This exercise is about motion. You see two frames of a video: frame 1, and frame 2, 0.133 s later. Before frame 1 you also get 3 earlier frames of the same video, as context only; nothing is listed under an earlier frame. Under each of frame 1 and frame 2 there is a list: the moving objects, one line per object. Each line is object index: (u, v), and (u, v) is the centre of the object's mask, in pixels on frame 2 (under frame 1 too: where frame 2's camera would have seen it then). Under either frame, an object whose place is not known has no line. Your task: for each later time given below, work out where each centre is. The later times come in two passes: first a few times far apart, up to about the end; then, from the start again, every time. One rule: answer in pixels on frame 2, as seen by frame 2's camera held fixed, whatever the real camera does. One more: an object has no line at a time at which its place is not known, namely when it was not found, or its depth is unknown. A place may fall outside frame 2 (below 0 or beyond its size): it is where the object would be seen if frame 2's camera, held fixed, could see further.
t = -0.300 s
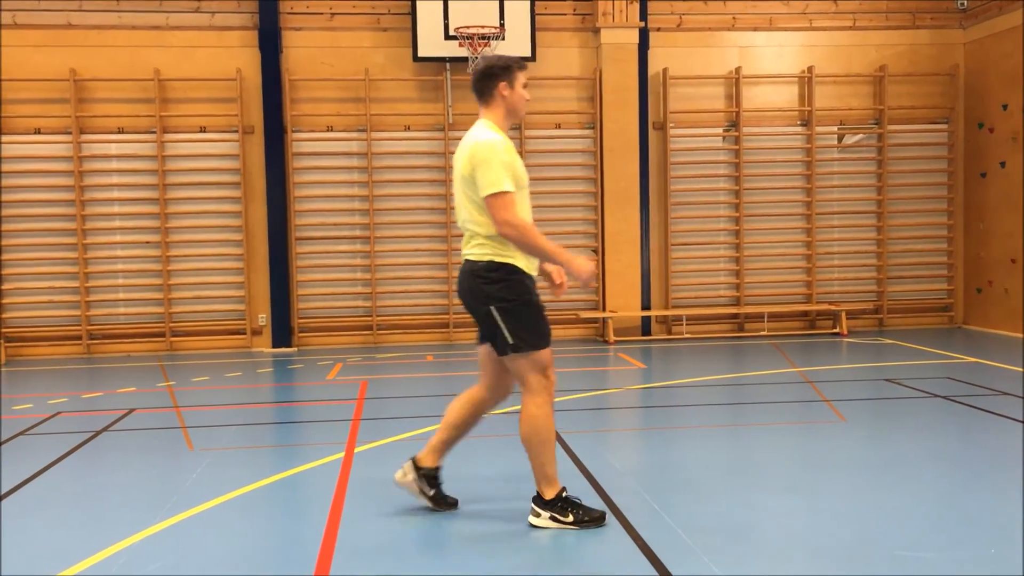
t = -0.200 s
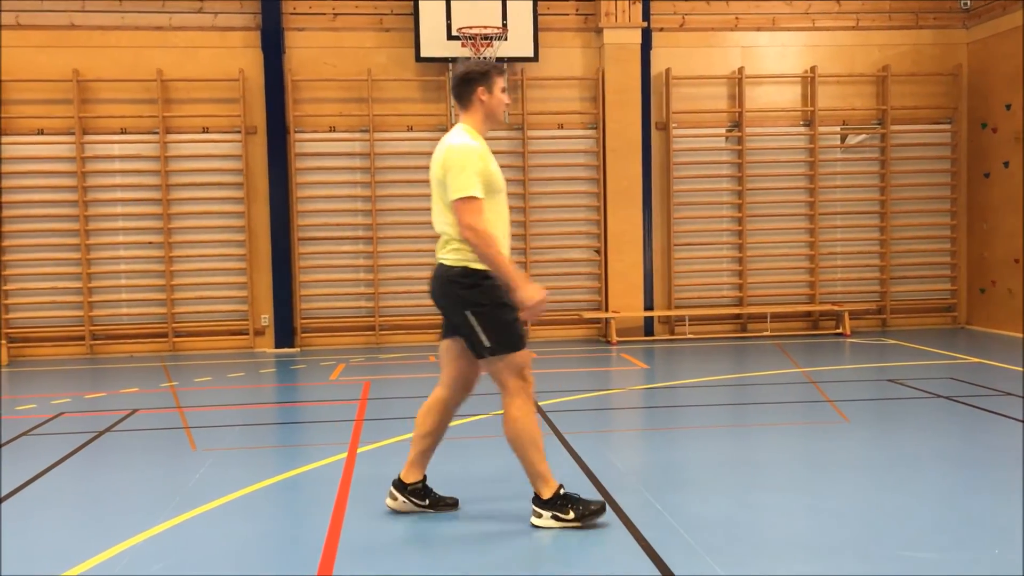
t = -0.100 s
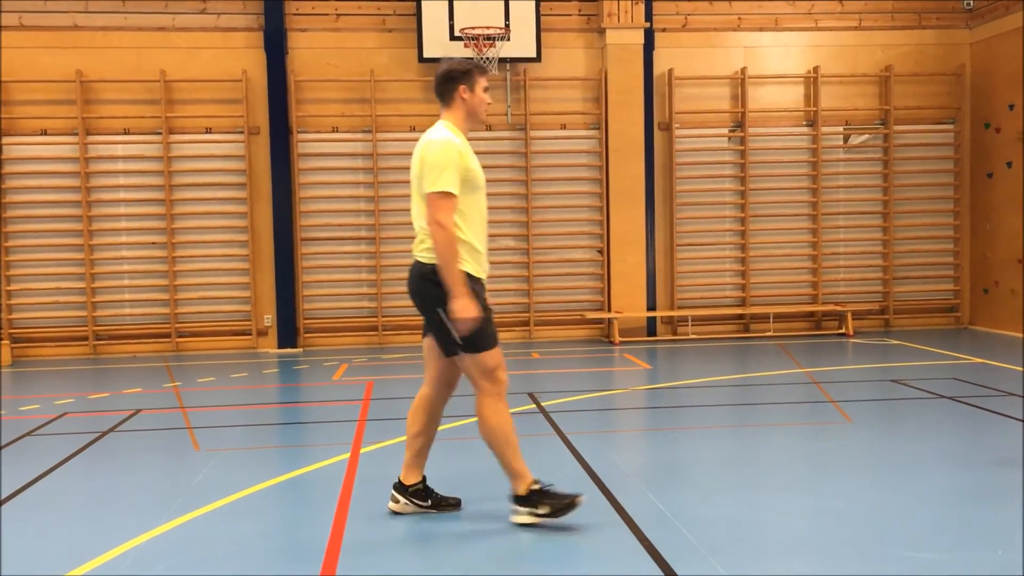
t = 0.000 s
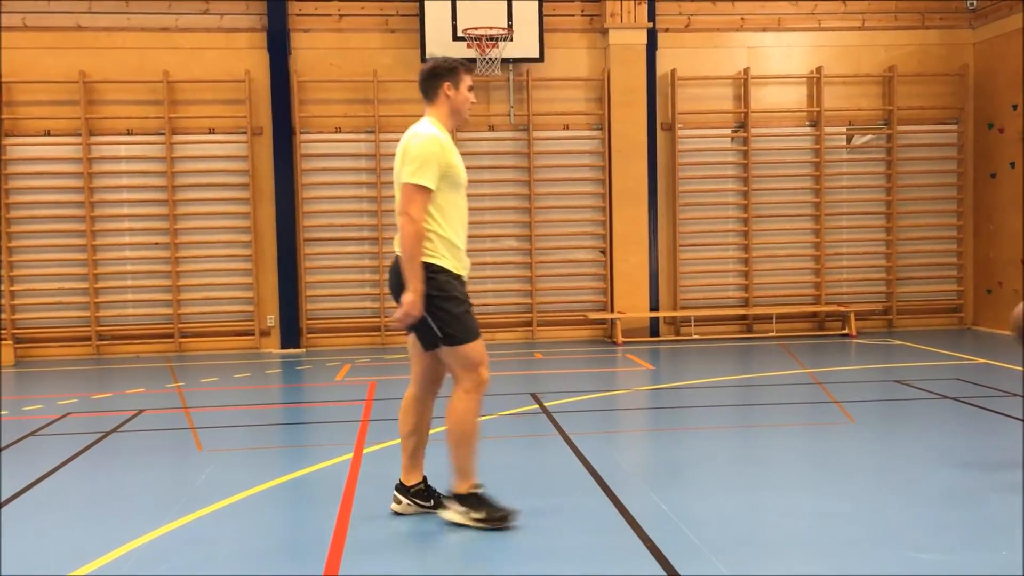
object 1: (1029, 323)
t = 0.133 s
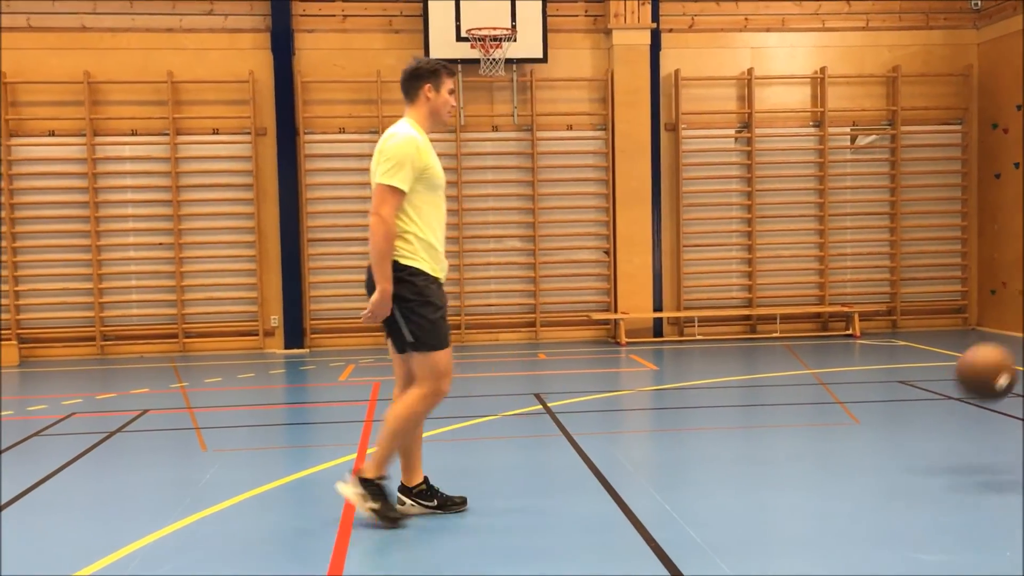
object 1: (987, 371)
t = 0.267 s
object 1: (921, 459)
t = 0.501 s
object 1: (824, 412)
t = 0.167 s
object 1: (970, 391)
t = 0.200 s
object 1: (953, 413)
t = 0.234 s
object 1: (938, 434)
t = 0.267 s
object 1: (921, 459)
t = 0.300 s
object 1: (906, 448)
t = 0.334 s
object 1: (893, 436)
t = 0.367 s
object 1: (879, 427)
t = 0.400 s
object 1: (865, 419)
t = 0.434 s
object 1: (851, 415)
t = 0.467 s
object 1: (838, 413)
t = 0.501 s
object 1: (824, 412)
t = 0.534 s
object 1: (810, 415)
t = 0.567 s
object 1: (796, 420)
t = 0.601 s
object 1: (782, 428)
